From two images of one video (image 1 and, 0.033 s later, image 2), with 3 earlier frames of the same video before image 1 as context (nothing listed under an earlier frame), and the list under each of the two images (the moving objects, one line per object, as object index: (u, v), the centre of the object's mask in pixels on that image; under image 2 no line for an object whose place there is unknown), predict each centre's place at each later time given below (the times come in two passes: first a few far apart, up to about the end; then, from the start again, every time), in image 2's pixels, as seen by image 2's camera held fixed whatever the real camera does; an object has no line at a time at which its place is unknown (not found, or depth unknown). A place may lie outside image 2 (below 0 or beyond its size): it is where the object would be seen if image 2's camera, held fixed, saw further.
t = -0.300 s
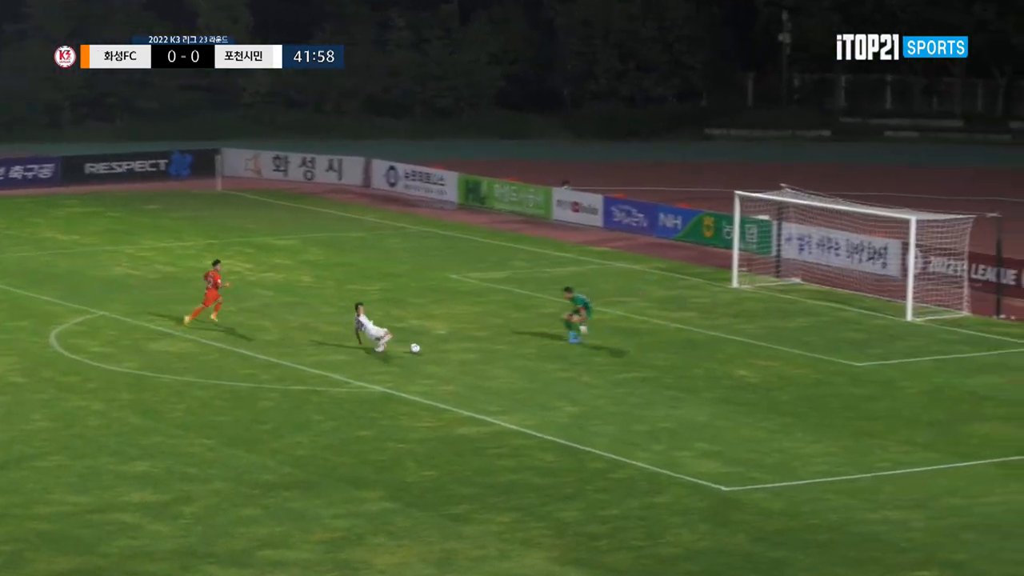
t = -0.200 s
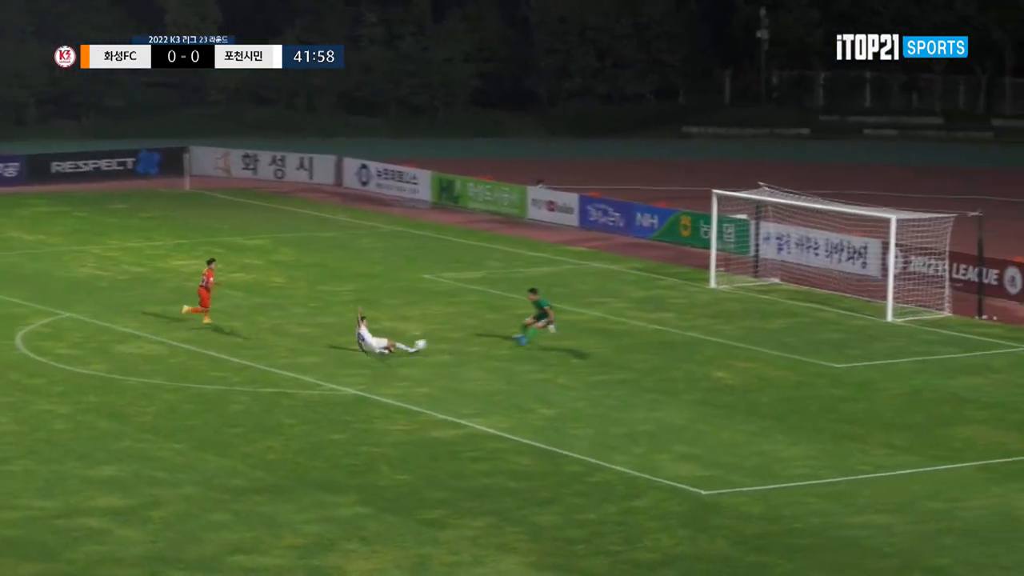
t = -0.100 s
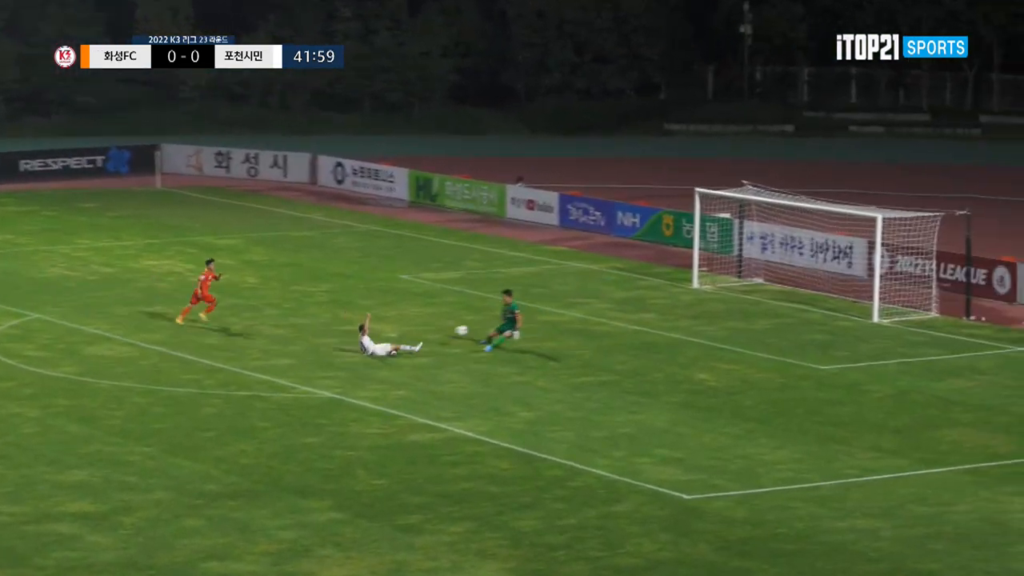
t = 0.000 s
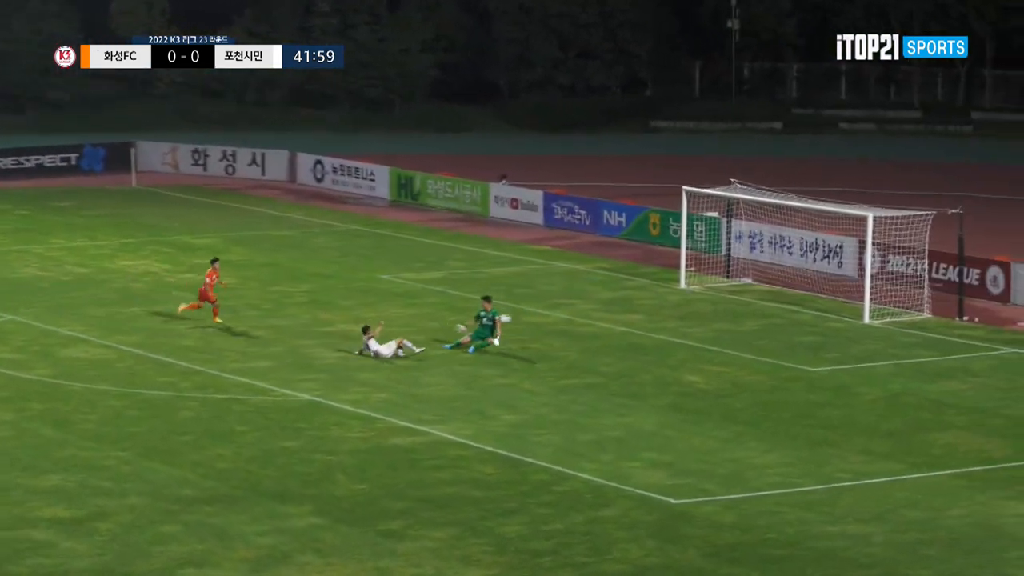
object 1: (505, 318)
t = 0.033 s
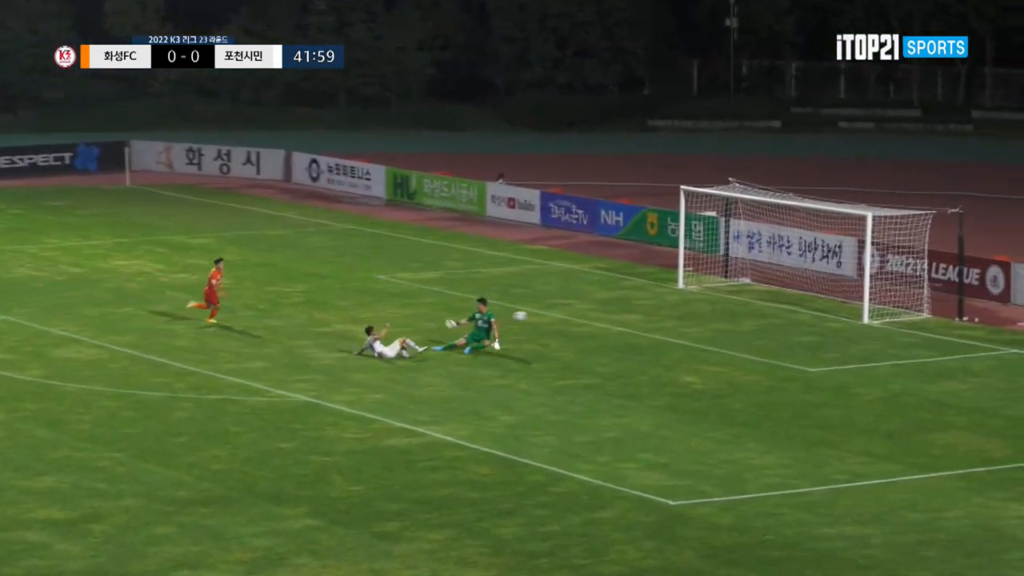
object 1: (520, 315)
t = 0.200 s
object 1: (609, 305)
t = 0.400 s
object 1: (705, 308)
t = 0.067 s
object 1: (539, 312)
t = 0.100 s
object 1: (556, 310)
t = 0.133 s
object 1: (574, 307)
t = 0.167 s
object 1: (592, 307)
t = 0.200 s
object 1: (609, 305)
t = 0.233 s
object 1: (625, 305)
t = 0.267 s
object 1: (642, 304)
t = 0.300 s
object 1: (658, 304)
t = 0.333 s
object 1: (674, 306)
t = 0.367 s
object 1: (690, 306)
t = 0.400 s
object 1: (705, 308)
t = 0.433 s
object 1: (719, 308)
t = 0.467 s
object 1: (732, 304)
